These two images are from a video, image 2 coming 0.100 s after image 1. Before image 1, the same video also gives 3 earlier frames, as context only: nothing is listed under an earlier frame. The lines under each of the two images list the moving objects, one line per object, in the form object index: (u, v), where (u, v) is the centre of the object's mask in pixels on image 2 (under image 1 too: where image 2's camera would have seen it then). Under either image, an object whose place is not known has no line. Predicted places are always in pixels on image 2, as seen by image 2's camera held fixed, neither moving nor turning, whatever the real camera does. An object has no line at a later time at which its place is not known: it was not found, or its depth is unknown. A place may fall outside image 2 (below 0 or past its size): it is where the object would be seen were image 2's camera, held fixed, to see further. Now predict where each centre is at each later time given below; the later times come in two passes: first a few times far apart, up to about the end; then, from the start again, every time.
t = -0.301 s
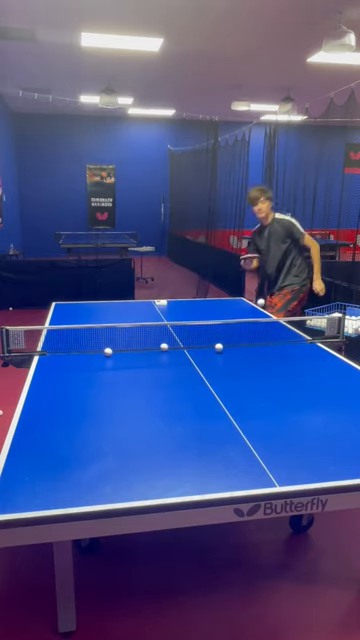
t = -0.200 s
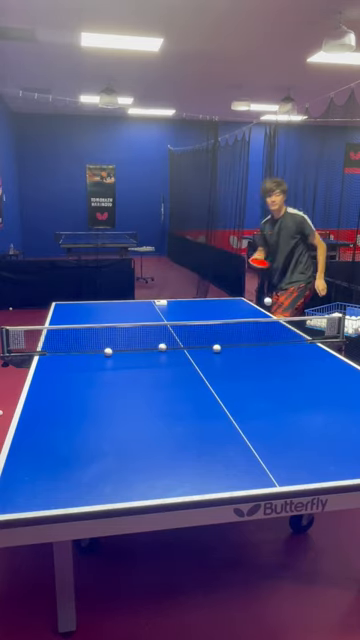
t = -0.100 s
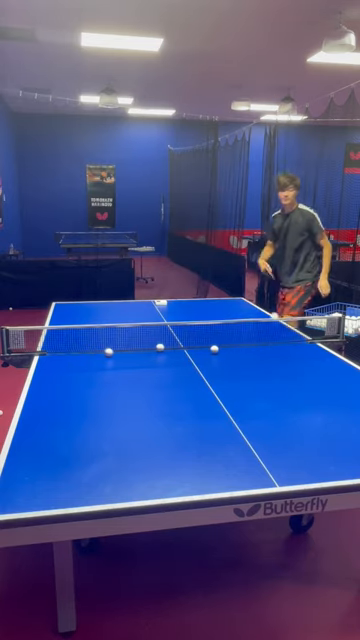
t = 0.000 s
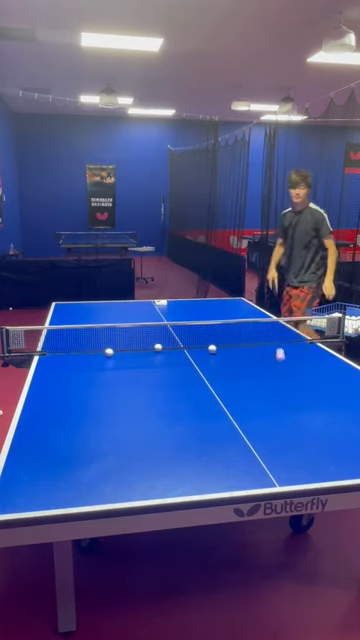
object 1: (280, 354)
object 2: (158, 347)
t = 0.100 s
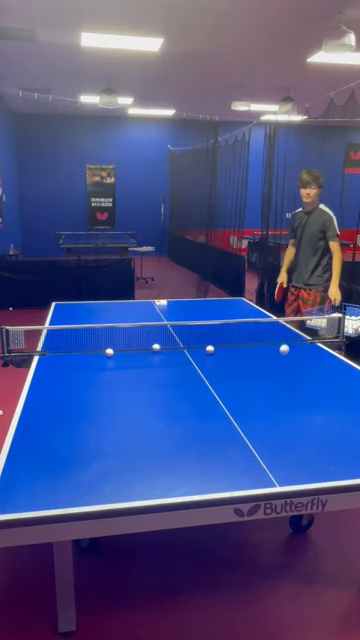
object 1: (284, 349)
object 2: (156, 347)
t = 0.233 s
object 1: (287, 344)
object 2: (153, 347)
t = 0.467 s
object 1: (285, 392)
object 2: (149, 347)
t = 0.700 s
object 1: (274, 395)
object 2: (145, 347)
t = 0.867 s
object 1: (259, 393)
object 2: (142, 348)
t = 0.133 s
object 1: (285, 345)
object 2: (155, 347)
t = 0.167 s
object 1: (286, 342)
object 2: (154, 347)
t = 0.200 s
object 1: (286, 342)
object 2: (154, 347)
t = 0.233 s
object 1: (287, 344)
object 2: (153, 347)
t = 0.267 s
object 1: (287, 349)
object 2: (152, 347)
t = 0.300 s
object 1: (287, 358)
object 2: (152, 347)
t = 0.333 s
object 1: (287, 368)
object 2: (151, 347)
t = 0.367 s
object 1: (287, 382)
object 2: (151, 347)
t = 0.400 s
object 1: (287, 399)
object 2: (150, 347)
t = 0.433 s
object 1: (286, 403)
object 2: (149, 347)
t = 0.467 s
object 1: (285, 392)
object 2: (149, 347)
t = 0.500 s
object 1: (284, 384)
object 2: (148, 347)
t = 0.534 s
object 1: (282, 379)
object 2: (148, 347)
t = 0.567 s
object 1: (281, 376)
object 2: (147, 347)
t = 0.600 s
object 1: (280, 376)
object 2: (147, 348)
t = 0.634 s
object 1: (278, 380)
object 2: (146, 347)
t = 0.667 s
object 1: (276, 386)
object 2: (146, 348)
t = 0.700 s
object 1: (274, 395)
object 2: (145, 347)
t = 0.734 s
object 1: (271, 407)
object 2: (144, 347)
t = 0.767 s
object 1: (269, 422)
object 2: (144, 347)
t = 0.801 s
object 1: (266, 414)
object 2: (143, 348)
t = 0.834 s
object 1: (263, 402)
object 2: (142, 348)
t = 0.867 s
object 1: (259, 393)
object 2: (142, 348)
